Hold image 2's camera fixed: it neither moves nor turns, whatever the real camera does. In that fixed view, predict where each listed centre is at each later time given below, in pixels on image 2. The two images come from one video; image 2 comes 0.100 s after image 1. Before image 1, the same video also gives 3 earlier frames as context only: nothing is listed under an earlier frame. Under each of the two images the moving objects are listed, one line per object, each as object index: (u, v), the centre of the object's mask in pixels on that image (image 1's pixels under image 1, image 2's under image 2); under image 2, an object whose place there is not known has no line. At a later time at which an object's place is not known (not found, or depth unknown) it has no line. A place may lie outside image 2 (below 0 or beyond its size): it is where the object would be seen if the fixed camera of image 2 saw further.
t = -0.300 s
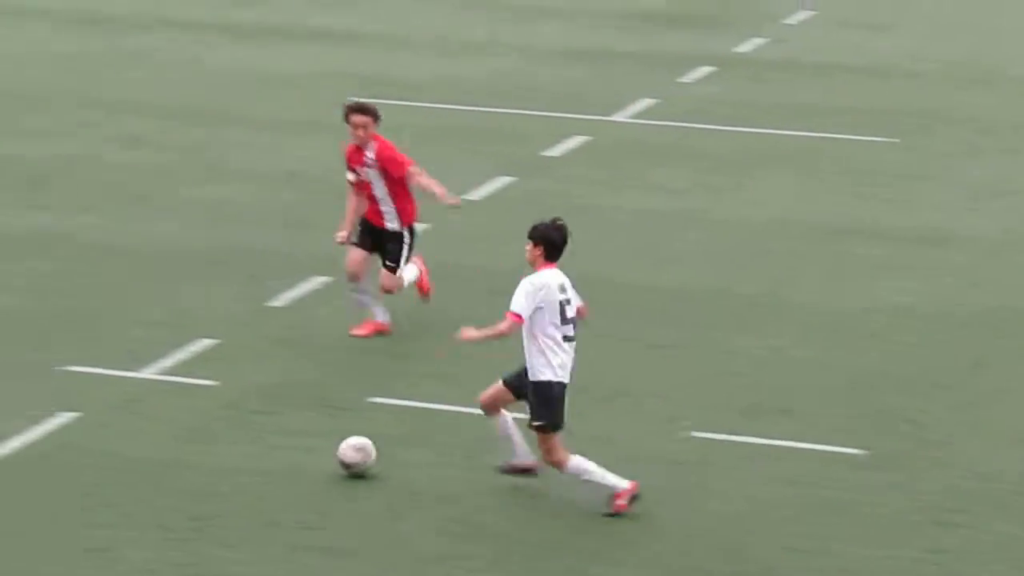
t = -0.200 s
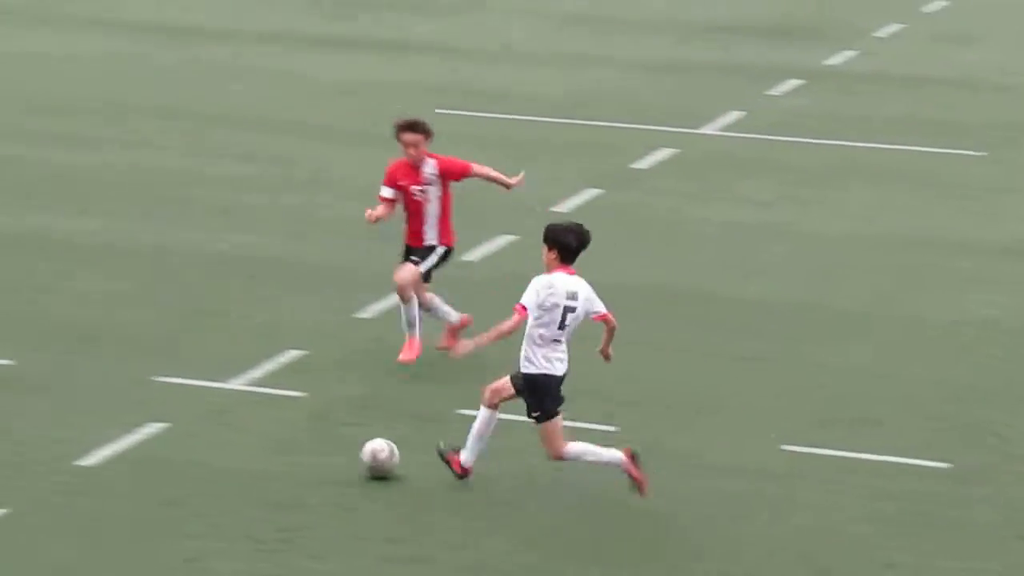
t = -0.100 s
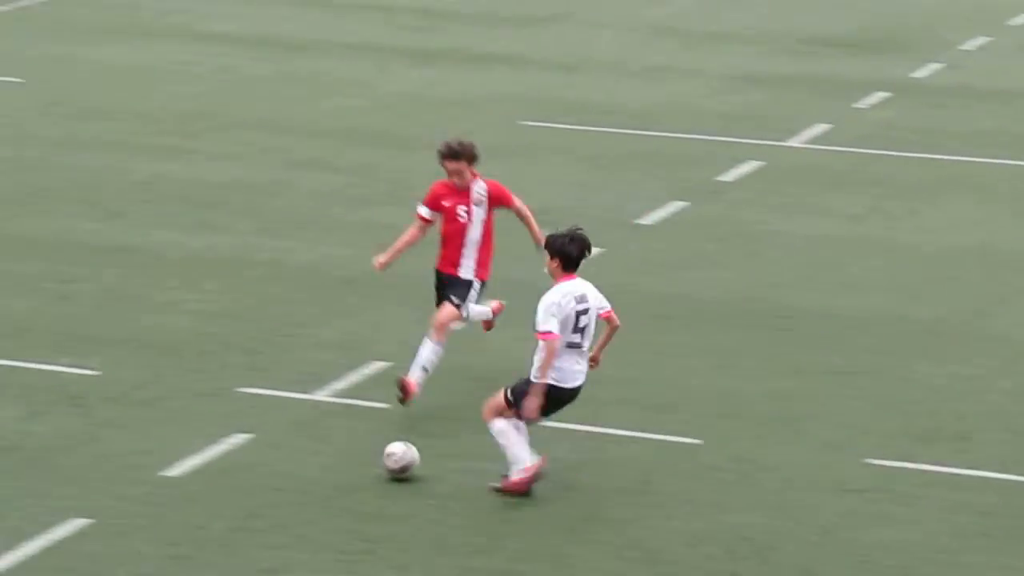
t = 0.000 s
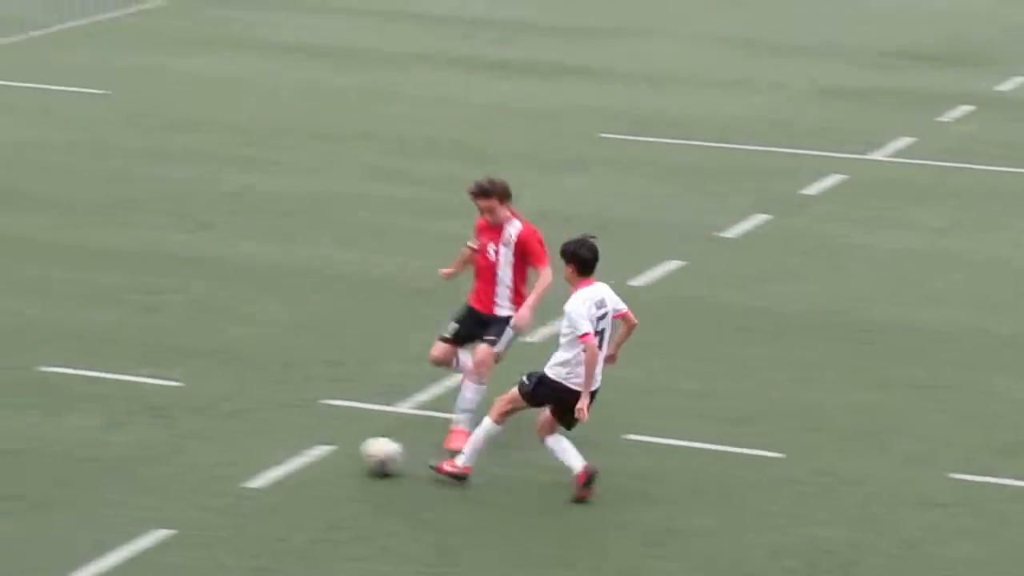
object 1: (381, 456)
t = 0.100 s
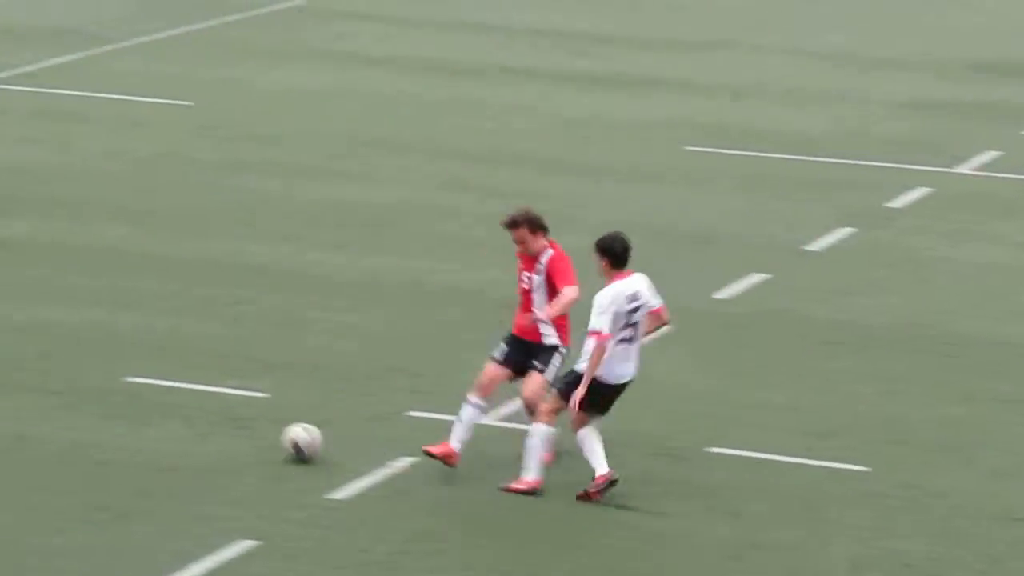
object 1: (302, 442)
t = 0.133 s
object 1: (248, 435)
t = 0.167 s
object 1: (200, 427)
